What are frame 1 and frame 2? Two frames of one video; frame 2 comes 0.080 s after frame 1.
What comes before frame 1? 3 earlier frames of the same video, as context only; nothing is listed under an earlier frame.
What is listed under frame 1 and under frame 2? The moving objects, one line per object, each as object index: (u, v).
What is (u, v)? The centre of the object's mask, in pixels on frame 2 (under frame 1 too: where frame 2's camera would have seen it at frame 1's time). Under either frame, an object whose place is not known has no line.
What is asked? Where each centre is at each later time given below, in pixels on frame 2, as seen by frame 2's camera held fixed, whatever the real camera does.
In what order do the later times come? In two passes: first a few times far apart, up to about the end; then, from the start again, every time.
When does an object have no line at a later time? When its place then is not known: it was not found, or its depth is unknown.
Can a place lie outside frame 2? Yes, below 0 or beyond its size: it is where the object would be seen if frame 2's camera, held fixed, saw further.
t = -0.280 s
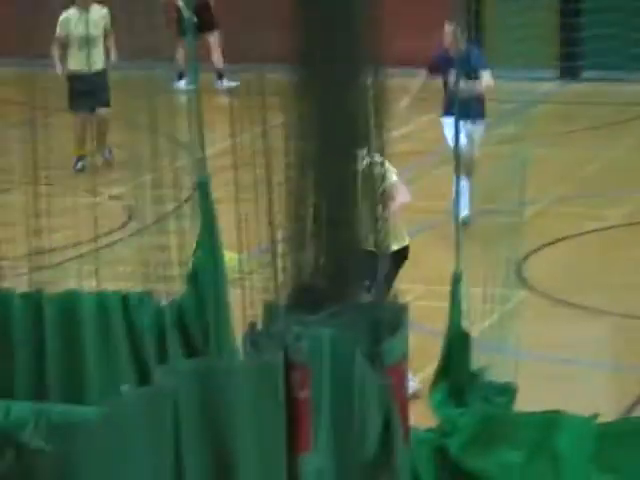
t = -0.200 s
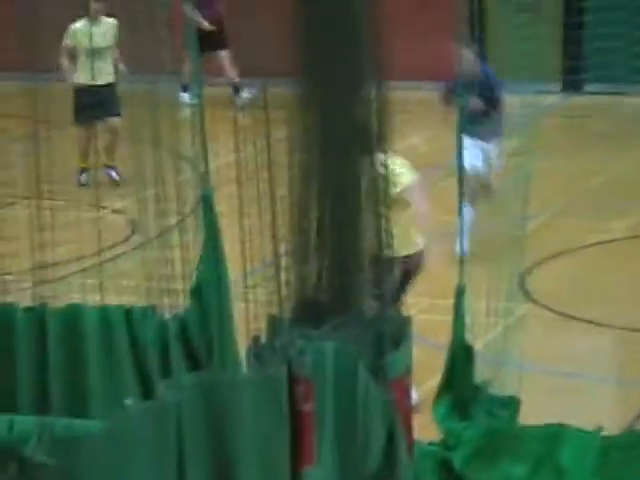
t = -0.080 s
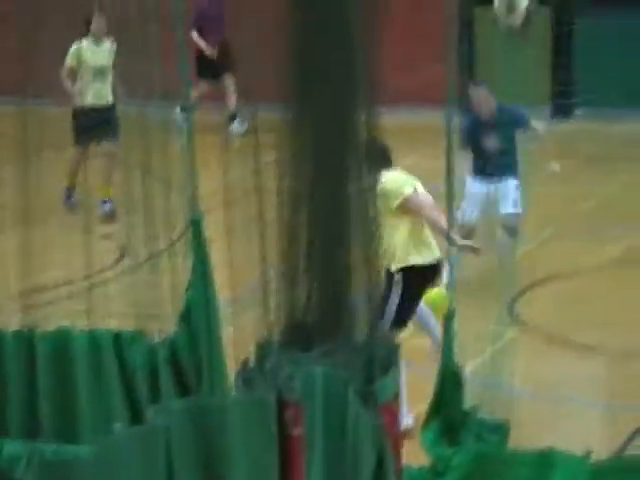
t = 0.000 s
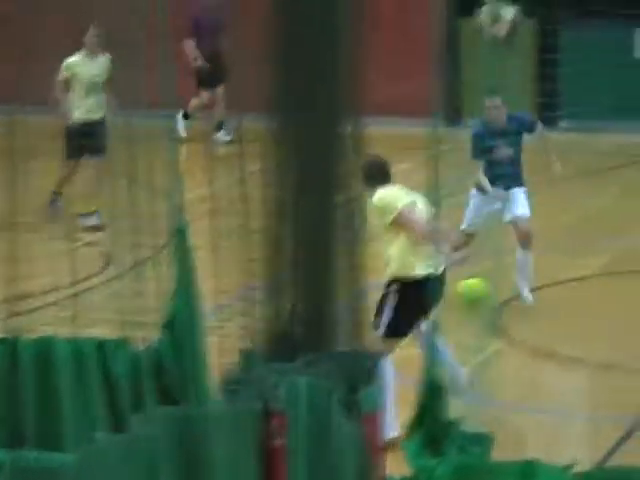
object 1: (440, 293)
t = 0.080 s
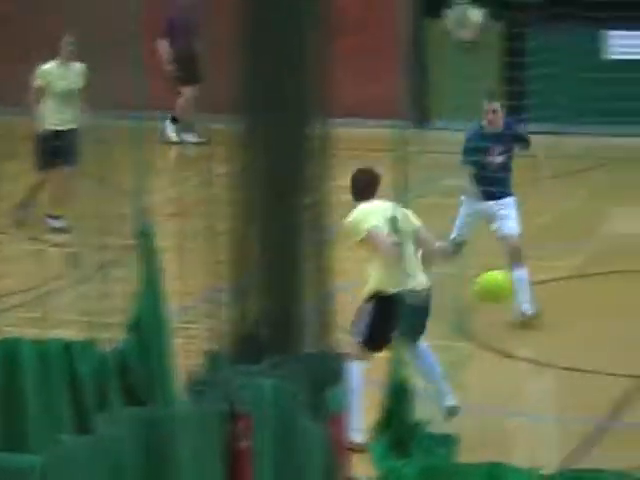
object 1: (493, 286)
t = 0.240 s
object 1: (603, 299)
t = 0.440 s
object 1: (751, 374)
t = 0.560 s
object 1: (835, 432)
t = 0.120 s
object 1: (524, 285)
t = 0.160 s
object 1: (550, 288)
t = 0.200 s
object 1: (577, 293)
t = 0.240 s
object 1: (603, 299)
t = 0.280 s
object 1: (631, 309)
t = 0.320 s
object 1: (661, 319)
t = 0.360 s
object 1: (691, 335)
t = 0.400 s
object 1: (722, 351)
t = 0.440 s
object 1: (751, 374)
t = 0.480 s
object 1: (779, 398)
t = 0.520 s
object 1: (809, 429)
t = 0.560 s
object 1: (835, 432)
